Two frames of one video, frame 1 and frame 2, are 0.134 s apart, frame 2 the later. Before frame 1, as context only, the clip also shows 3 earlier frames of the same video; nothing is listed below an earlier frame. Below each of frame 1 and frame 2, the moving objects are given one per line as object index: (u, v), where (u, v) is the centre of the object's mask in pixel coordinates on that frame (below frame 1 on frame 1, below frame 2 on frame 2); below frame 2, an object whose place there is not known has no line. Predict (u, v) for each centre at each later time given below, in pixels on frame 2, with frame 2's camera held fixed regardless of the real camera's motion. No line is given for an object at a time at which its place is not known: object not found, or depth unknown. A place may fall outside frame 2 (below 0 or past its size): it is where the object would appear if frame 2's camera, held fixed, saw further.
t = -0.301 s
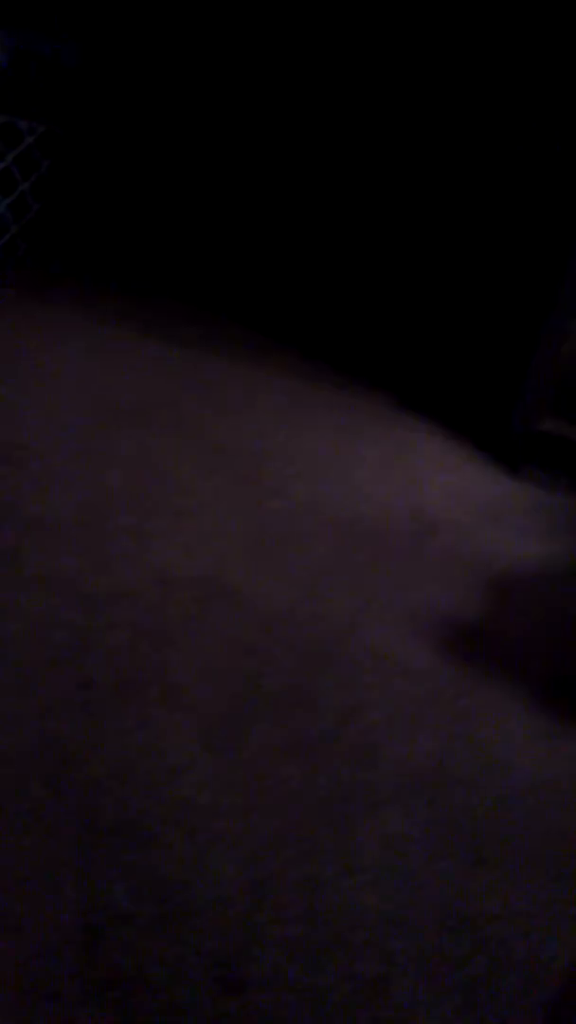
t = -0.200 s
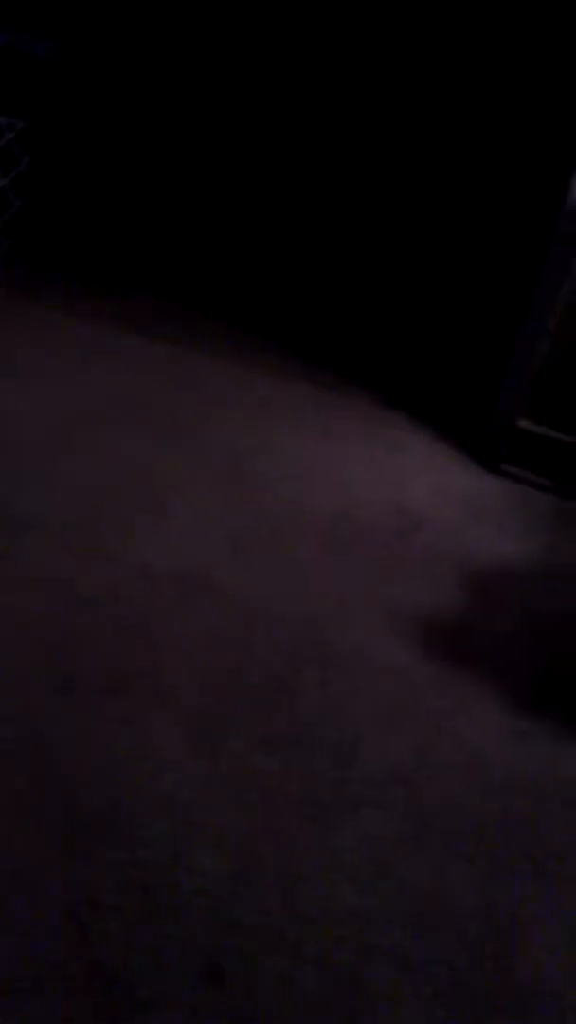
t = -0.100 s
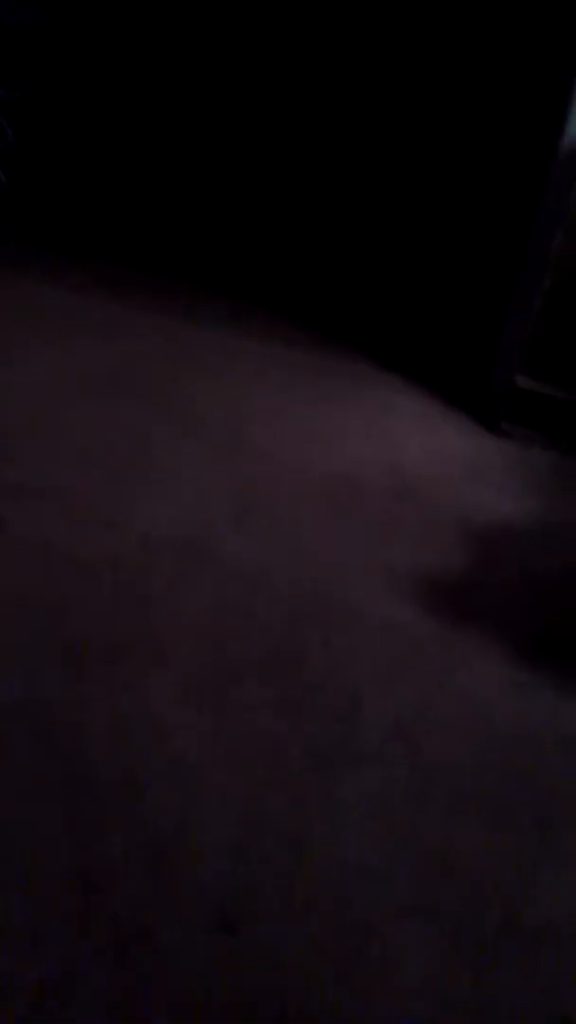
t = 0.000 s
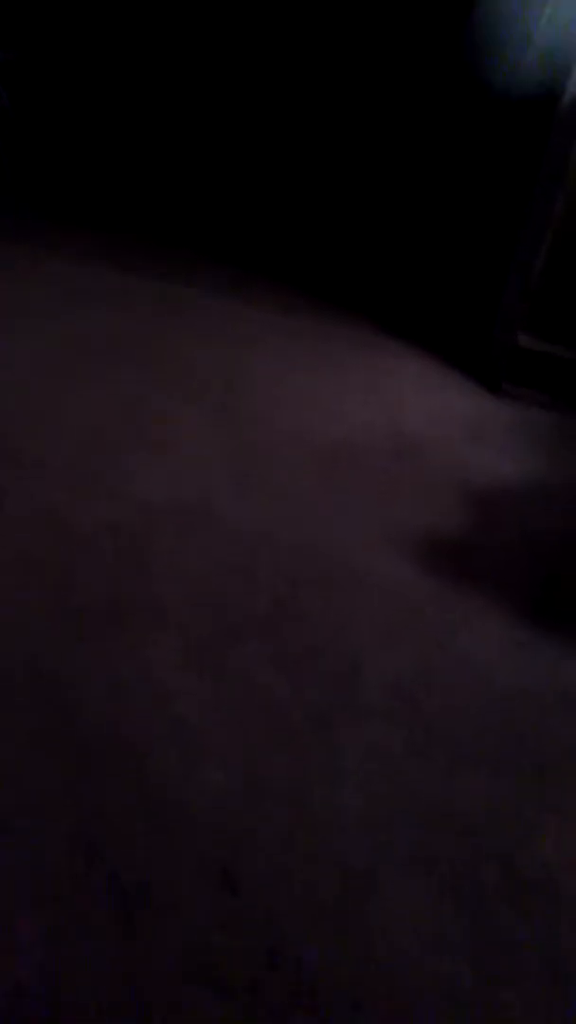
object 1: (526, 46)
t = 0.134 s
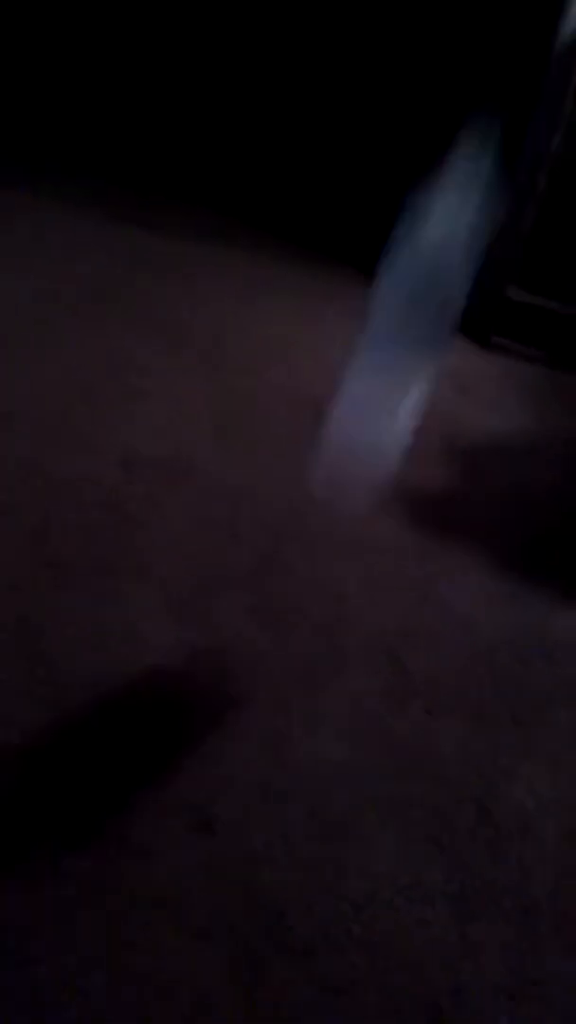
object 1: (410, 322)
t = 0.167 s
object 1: (370, 448)
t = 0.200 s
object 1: (343, 529)
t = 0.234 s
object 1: (338, 531)
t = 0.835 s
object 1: (321, 683)
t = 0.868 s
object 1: (321, 682)
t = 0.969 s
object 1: (323, 681)
